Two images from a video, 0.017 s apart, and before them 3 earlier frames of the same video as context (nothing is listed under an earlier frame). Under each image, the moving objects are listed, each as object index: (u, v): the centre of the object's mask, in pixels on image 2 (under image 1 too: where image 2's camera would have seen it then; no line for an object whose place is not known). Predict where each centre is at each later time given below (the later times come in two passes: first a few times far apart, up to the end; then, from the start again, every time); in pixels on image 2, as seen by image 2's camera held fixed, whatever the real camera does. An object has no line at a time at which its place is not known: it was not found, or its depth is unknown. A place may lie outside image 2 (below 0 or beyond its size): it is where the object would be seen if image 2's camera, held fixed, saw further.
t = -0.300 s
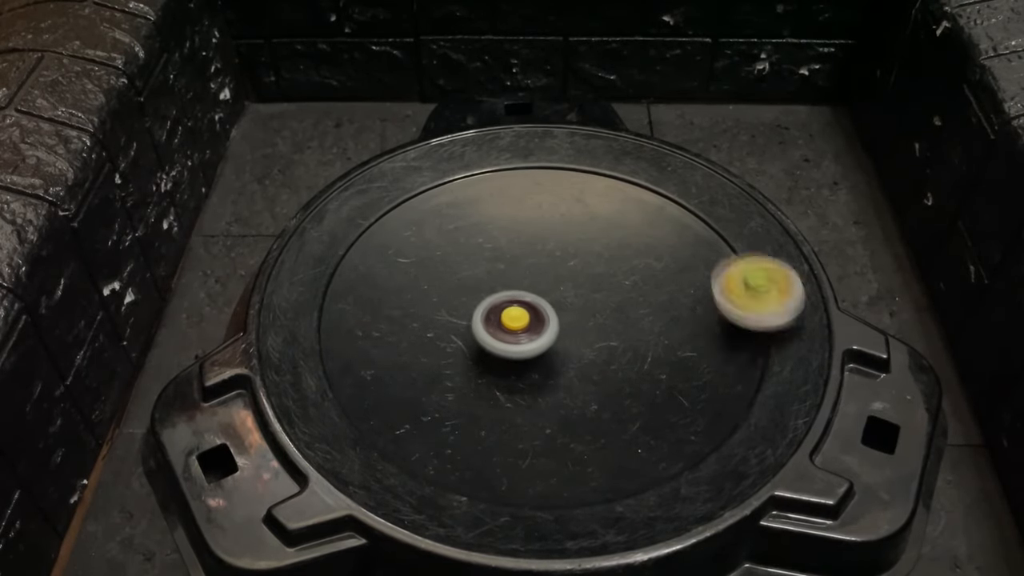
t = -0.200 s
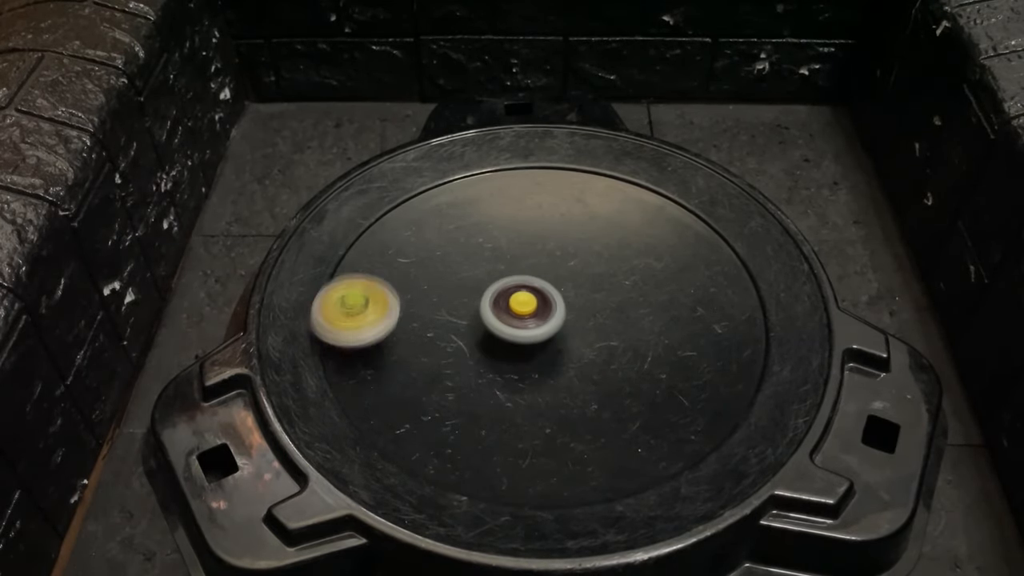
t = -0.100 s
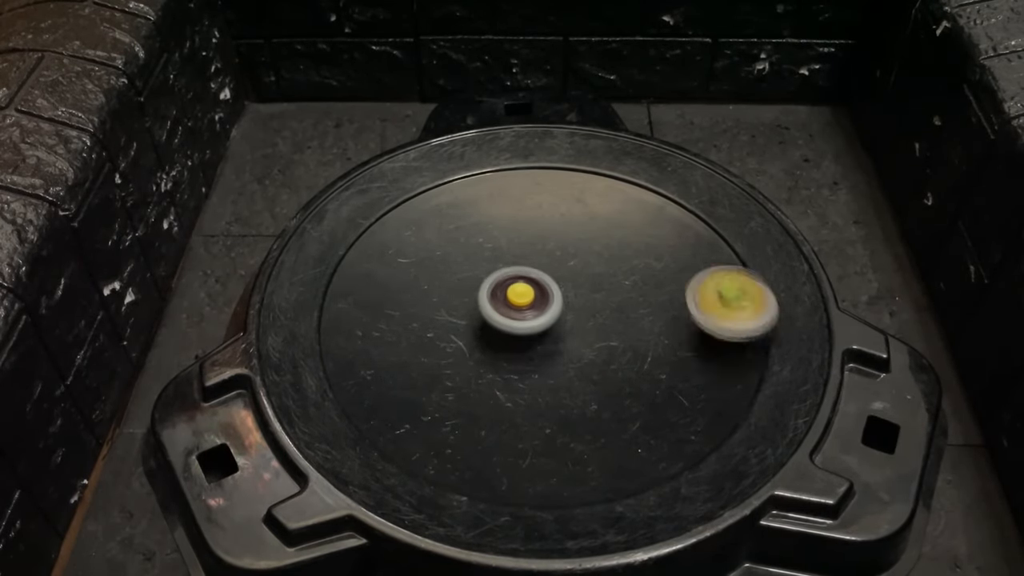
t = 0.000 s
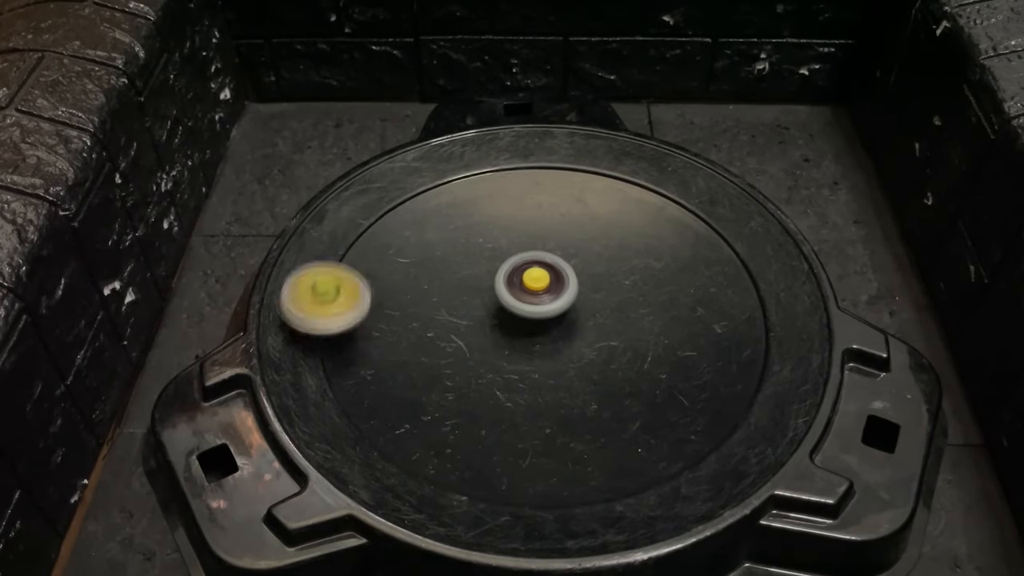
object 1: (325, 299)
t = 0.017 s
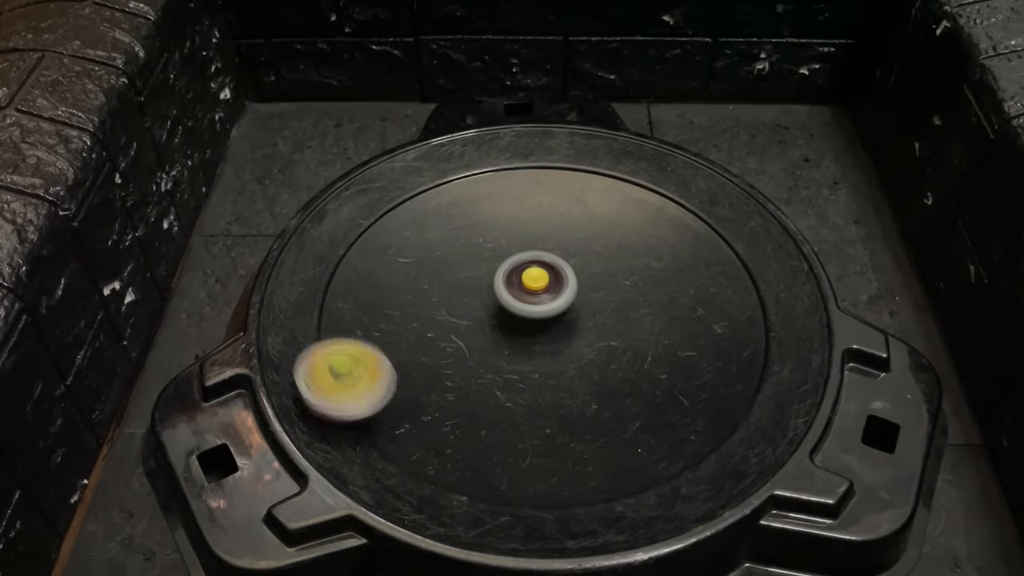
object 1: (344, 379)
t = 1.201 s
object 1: (556, 172)
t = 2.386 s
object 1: (375, 338)
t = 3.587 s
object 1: (696, 339)
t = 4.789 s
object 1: (431, 223)
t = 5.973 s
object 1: (559, 408)
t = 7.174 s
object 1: (572, 227)
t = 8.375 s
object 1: (452, 374)
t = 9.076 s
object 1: (479, 258)
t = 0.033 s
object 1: (420, 443)
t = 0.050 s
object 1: (531, 464)
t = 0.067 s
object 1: (639, 435)
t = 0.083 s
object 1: (702, 366)
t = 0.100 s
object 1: (709, 288)
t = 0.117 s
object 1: (673, 220)
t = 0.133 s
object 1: (606, 172)
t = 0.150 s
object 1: (522, 153)
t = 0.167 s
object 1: (439, 170)
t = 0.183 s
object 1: (372, 213)
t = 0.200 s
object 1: (341, 278)
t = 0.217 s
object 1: (359, 354)
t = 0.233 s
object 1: (432, 419)
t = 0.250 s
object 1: (539, 445)
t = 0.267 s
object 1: (648, 425)
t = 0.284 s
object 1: (724, 365)
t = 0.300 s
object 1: (747, 289)
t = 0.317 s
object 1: (721, 220)
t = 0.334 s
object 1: (652, 175)
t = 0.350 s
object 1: (567, 155)
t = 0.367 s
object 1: (482, 167)
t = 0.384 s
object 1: (412, 208)
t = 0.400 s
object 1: (373, 270)
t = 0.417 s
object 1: (370, 343)
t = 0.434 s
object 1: (417, 414)
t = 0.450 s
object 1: (507, 463)
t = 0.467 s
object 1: (622, 469)
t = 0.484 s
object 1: (711, 420)
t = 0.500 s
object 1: (758, 347)
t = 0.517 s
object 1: (745, 274)
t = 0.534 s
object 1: (689, 218)
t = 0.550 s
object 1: (610, 188)
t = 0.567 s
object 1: (521, 184)
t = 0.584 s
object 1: (438, 206)
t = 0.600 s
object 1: (376, 249)
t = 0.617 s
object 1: (340, 310)
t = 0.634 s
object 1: (347, 383)
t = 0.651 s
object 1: (418, 446)
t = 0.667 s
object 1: (524, 477)
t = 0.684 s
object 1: (634, 458)
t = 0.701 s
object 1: (706, 397)
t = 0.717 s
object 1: (720, 322)
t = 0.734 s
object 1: (690, 253)
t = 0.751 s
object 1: (629, 202)
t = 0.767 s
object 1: (548, 174)
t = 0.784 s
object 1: (465, 171)
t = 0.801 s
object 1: (389, 196)
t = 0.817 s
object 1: (341, 249)
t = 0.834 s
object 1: (326, 318)
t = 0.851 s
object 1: (365, 390)
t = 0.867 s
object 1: (449, 441)
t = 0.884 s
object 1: (560, 451)
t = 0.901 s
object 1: (659, 416)
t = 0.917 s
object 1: (715, 352)
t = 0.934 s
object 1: (724, 277)
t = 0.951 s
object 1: (691, 213)
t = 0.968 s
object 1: (631, 169)
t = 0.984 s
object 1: (549, 155)
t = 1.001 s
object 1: (468, 164)
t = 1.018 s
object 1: (403, 202)
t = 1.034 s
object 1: (367, 262)
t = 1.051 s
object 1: (367, 333)
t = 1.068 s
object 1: (415, 402)
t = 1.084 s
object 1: (500, 445)
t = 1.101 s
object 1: (608, 451)
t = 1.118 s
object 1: (702, 415)
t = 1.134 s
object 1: (754, 350)
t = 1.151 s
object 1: (754, 278)
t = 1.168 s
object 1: (710, 221)
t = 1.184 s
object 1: (640, 184)
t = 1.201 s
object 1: (556, 172)
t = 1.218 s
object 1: (475, 189)
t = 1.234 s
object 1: (410, 224)
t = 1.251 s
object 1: (365, 280)
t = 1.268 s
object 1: (356, 348)
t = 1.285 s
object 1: (388, 415)
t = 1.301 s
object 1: (468, 468)
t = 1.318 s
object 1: (576, 477)
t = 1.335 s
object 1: (674, 444)
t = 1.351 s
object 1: (726, 380)
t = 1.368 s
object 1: (727, 305)
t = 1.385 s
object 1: (685, 245)
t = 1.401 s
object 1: (622, 203)
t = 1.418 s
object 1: (542, 181)
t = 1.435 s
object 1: (460, 184)
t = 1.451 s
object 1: (391, 208)
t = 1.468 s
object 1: (341, 257)
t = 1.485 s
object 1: (325, 321)
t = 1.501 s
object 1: (357, 391)
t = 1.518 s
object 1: (435, 443)
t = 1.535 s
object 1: (541, 458)
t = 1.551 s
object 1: (638, 431)
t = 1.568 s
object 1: (702, 369)
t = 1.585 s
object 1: (718, 301)
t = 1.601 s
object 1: (696, 235)
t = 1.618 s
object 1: (644, 186)
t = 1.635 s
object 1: (572, 157)
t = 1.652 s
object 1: (495, 156)
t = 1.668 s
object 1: (423, 181)
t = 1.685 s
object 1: (374, 229)
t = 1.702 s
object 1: (356, 294)
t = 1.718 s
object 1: (377, 364)
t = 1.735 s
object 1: (441, 421)
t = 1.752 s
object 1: (538, 450)
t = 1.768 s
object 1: (640, 440)
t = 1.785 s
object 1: (718, 393)
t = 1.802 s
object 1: (753, 327)
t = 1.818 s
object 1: (740, 260)
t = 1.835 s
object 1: (692, 208)
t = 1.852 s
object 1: (620, 179)
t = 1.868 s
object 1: (541, 174)
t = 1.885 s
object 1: (464, 193)
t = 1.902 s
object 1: (405, 232)
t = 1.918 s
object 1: (368, 287)
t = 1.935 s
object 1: (363, 352)
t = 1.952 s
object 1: (400, 418)
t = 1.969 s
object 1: (477, 463)
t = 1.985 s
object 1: (578, 475)
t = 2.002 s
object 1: (672, 443)
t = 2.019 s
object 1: (724, 382)
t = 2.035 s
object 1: (727, 311)
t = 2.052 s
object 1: (692, 252)
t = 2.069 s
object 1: (632, 209)
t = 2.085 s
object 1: (556, 187)
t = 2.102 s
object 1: (479, 185)
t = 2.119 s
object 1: (410, 204)
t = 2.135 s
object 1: (357, 247)
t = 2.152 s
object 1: (334, 305)
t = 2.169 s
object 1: (352, 371)
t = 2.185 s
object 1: (416, 428)
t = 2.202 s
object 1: (511, 452)
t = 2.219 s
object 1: (609, 437)
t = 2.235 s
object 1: (681, 388)
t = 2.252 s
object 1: (712, 324)
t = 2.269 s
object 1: (700, 258)
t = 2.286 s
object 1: (661, 206)
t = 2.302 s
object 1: (598, 172)
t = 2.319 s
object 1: (525, 160)
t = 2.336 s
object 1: (452, 177)
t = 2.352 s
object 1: (397, 215)
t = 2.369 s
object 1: (368, 271)
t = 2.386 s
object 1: (375, 338)
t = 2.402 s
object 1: (419, 398)
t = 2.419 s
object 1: (500, 437)
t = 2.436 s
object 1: (598, 442)
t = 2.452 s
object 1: (684, 411)
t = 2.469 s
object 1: (734, 353)
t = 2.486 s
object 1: (738, 289)
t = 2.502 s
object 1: (704, 232)
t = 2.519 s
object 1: (644, 196)
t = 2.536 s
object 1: (569, 183)
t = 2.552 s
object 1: (491, 192)
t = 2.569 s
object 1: (428, 224)
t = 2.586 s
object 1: (383, 272)
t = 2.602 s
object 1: (368, 331)
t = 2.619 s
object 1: (389, 394)
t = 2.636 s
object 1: (453, 447)
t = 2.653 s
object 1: (544, 468)
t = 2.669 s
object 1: (638, 449)
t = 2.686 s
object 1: (699, 398)
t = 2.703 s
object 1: (717, 330)
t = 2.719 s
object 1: (694, 270)
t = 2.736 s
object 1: (644, 224)
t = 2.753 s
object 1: (577, 196)
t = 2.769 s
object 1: (504, 187)
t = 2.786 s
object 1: (432, 202)
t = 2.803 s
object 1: (377, 235)
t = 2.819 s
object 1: (347, 287)
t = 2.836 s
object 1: (353, 349)
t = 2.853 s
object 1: (403, 406)
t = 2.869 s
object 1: (488, 439)
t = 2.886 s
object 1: (582, 436)
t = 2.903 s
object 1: (659, 398)
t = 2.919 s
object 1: (700, 341)
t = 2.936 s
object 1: (701, 277)
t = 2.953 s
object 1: (671, 222)
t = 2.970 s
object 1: (616, 185)
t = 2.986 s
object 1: (547, 170)
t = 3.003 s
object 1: (477, 177)
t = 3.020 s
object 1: (419, 209)
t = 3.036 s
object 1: (385, 260)
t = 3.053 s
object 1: (382, 322)
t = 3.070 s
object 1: (416, 383)
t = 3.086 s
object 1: (483, 427)
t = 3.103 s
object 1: (572, 440)
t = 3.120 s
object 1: (660, 420)
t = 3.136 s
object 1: (717, 372)
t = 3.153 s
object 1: (731, 309)
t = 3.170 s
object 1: (706, 252)
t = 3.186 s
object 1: (651, 213)
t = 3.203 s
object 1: (580, 196)
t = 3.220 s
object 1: (506, 200)
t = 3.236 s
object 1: (442, 224)
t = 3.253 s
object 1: (395, 265)
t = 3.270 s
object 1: (373, 320)
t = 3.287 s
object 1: (386, 380)
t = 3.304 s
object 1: (439, 432)
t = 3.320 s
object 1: (523, 458)
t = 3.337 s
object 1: (613, 445)
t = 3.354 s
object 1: (678, 400)
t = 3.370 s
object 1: (701, 339)
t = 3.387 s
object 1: (685, 279)
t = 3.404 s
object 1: (643, 233)
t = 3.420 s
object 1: (582, 203)
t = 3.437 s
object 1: (512, 191)
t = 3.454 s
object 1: (444, 201)
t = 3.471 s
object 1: (390, 231)
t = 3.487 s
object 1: (360, 280)
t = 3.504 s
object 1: (365, 339)
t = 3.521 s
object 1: (411, 394)
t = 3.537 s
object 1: (489, 428)
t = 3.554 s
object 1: (578, 427)
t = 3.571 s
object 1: (653, 394)
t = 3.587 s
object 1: (696, 339)
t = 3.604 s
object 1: (701, 280)
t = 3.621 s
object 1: (673, 228)
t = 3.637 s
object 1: (621, 193)
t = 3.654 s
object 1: (553, 178)
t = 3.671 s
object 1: (486, 188)
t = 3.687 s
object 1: (430, 221)
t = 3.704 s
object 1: (397, 269)
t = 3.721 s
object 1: (393, 327)
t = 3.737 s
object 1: (423, 383)
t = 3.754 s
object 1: (486, 425)
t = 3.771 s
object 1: (570, 440)
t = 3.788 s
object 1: (652, 421)
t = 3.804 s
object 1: (706, 374)
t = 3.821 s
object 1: (719, 314)
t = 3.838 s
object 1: (693, 261)
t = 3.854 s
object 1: (642, 223)
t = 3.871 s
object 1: (573, 206)
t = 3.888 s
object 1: (502, 208)
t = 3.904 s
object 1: (441, 230)
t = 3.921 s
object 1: (395, 268)
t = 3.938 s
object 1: (375, 320)
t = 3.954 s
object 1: (388, 377)
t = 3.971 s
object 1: (439, 424)
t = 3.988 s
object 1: (519, 446)
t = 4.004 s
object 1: (603, 433)
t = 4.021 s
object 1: (663, 390)
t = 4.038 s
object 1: (685, 332)
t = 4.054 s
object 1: (672, 276)
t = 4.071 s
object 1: (633, 231)
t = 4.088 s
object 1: (577, 202)
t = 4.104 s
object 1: (511, 191)
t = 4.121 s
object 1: (447, 203)
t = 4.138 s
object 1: (400, 235)
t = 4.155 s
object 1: (376, 285)
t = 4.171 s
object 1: (387, 342)
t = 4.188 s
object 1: (435, 392)
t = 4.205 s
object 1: (510, 419)
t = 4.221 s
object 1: (593, 416)
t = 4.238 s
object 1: (660, 383)
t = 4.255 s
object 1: (696, 332)
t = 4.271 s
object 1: (697, 277)
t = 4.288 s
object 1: (666, 231)
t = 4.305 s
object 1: (613, 201)
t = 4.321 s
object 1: (545, 193)
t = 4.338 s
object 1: (480, 208)
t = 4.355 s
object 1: (431, 243)
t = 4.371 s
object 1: (405, 291)
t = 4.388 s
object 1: (406, 345)
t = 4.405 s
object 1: (440, 396)
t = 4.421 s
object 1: (505, 432)
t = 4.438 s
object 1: (587, 437)
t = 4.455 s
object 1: (659, 410)
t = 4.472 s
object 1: (697, 359)
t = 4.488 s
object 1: (696, 303)
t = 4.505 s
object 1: (661, 255)
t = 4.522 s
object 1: (606, 225)
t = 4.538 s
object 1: (540, 213)
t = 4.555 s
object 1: (474, 220)
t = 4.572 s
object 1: (421, 245)
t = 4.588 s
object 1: (386, 287)
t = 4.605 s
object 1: (381, 338)
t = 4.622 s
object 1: (411, 389)
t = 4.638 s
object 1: (477, 424)
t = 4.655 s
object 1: (557, 428)
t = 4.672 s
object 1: (628, 400)
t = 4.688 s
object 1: (669, 351)
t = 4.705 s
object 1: (673, 296)
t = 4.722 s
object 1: (651, 249)
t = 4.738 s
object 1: (605, 212)
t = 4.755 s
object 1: (544, 194)
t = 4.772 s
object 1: (481, 199)
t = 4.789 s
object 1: (431, 223)
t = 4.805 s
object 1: (399, 267)
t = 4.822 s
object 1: (397, 320)
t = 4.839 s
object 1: (430, 372)
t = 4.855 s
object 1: (491, 408)
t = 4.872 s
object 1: (568, 418)
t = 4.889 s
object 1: (642, 397)
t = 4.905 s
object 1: (689, 353)
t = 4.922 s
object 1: (700, 299)
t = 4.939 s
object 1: (676, 252)
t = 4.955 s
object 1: (630, 220)
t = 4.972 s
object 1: (565, 207)
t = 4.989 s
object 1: (500, 215)
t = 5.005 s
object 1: (448, 240)
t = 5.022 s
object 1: (413, 280)
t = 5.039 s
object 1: (403, 332)
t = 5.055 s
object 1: (424, 383)
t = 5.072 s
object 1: (475, 422)
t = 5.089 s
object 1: (551, 436)
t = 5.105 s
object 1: (625, 419)
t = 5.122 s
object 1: (671, 374)
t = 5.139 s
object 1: (681, 322)
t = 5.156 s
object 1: (659, 271)
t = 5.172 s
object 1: (614, 234)
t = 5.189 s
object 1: (555, 214)
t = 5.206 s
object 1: (493, 213)
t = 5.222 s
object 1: (438, 229)
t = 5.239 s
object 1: (398, 263)
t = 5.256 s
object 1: (383, 310)
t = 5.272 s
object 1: (402, 362)
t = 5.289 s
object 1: (456, 402)
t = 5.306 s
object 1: (530, 417)
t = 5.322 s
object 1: (603, 402)
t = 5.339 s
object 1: (656, 364)
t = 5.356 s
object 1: (678, 315)
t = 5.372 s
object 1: (668, 263)
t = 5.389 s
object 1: (633, 223)
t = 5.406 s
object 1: (580, 202)
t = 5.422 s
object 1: (519, 199)
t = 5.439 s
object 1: (463, 218)
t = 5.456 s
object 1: (425, 253)
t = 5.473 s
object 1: (409, 302)
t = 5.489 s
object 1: (423, 353)
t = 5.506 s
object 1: (466, 396)
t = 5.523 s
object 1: (533, 420)
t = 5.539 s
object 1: (605, 418)
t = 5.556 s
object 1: (666, 386)
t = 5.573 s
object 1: (693, 338)
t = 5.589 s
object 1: (685, 289)
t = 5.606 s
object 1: (649, 248)
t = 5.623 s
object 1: (594, 224)
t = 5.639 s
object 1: (533, 219)
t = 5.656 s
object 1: (474, 230)
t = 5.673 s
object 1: (428, 257)
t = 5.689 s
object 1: (399, 297)
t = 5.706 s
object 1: (398, 346)
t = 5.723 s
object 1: (428, 392)
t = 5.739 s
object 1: (490, 422)
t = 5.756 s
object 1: (562, 424)
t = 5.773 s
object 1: (626, 397)
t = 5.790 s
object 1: (660, 351)
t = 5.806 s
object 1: (665, 301)
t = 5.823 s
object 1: (641, 255)
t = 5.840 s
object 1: (598, 223)
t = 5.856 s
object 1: (542, 207)
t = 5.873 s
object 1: (484, 208)
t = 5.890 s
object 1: (436, 231)
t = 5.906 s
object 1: (406, 270)
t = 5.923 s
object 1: (403, 318)
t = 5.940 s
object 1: (432, 366)
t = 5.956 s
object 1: (487, 399)
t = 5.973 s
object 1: (559, 408)
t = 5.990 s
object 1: (624, 393)
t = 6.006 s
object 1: (670, 354)
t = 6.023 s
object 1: (684, 306)
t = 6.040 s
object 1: (669, 260)
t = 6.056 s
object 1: (627, 228)
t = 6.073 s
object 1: (572, 213)
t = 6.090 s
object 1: (513, 217)
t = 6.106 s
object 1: (463, 240)
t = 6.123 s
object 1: (428, 276)
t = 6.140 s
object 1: (415, 320)
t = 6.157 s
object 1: (429, 368)
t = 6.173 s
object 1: (472, 407)
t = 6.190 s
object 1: (538, 425)
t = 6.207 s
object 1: (607, 415)
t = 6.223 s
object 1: (655, 379)
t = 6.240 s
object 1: (673, 332)
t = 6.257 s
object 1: (657, 284)
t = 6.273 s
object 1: (621, 249)
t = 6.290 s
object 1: (569, 226)
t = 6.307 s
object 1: (513, 220)
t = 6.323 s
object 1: (458, 231)
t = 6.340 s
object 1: (417, 259)
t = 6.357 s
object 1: (398, 300)
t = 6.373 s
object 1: (407, 347)
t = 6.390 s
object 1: (449, 387)
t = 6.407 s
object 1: (513, 407)
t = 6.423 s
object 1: (581, 401)
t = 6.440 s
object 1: (636, 370)
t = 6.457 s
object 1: (662, 327)
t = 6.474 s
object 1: (661, 279)
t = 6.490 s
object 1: (635, 241)
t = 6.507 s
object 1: (589, 213)
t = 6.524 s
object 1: (534, 209)
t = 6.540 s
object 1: (480, 222)
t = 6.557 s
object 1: (441, 253)
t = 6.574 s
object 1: (423, 294)
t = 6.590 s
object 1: (430, 342)
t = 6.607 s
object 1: (464, 383)
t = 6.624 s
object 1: (522, 409)
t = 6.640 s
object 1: (588, 410)
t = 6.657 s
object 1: (645, 388)
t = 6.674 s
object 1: (676, 346)
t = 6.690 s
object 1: (674, 302)
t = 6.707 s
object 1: (645, 261)
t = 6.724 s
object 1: (598, 237)
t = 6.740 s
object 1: (542, 226)
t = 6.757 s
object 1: (487, 236)
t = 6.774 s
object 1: (442, 257)
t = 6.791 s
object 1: (413, 294)
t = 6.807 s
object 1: (408, 336)
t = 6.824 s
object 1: (434, 379)
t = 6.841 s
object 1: (487, 409)
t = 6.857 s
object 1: (552, 413)
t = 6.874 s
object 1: (610, 392)
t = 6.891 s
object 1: (646, 352)
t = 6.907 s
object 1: (653, 308)
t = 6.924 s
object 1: (636, 264)
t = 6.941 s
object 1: (600, 233)
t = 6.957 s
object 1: (551, 216)
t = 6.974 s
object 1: (497, 218)
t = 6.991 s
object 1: (453, 236)
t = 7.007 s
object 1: (424, 271)
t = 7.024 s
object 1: (420, 316)
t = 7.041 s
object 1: (443, 358)
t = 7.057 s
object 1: (491, 390)
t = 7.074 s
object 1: (553, 401)
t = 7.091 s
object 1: (614, 389)
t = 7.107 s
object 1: (657, 357)
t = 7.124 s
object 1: (674, 313)
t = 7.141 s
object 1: (661, 272)
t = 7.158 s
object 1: (623, 241)
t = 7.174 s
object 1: (572, 227)
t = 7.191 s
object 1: (519, 230)
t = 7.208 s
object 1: (471, 248)
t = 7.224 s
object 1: (437, 280)
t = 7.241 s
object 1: (423, 320)
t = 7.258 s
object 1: (434, 363)
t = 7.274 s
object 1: (474, 400)
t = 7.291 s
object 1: (532, 415)
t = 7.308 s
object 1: (594, 406)
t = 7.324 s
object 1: (638, 375)
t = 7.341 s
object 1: (655, 331)
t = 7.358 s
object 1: (645, 288)
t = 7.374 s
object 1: (613, 254)
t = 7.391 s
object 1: (568, 231)
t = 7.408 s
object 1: (517, 225)
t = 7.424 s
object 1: (468, 234)
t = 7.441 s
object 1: (430, 259)
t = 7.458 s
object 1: (413, 298)
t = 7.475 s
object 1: (423, 340)
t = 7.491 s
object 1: (459, 377)
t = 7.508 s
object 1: (516, 396)
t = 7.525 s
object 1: (578, 392)
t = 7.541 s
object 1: (629, 368)
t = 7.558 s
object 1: (657, 331)
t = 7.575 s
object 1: (658, 289)
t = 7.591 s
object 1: (636, 252)
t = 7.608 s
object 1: (595, 229)
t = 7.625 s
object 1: (545, 223)
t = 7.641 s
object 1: (496, 232)
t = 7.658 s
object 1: (458, 259)
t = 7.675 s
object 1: (436, 296)
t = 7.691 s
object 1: (436, 336)
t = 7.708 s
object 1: (461, 376)
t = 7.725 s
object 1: (508, 403)
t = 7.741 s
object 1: (568, 409)
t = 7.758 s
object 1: (622, 391)
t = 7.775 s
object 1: (654, 355)
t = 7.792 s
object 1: (657, 314)
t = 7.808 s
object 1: (635, 276)
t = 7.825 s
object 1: (597, 249)
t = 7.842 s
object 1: (549, 236)
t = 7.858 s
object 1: (499, 237)
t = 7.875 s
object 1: (455, 252)
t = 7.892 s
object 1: (424, 281)
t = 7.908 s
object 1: (416, 321)
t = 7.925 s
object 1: (434, 361)
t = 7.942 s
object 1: (478, 389)
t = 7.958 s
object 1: (536, 399)
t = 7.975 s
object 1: (591, 386)
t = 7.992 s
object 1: (631, 356)
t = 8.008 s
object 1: (648, 315)
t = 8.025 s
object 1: (641, 276)
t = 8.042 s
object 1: (613, 245)
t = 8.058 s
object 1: (571, 226)
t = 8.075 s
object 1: (523, 224)
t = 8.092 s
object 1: (479, 238)
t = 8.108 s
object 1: (447, 266)
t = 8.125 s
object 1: (435, 305)
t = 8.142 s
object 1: (445, 345)
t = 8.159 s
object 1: (478, 378)
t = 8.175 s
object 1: (529, 398)
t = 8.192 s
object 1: (586, 397)
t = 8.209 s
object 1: (633, 376)
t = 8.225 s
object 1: (658, 339)
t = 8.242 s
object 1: (655, 299)
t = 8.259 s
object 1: (629, 265)
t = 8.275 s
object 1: (587, 245)
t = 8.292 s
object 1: (538, 239)
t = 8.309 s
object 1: (491, 247)
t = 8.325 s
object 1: (453, 268)
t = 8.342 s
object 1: (429, 300)
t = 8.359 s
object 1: (428, 338)
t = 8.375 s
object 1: (452, 374)
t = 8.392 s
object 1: (499, 397)
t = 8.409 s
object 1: (555, 400)
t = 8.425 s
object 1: (604, 380)
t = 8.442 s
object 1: (634, 345)
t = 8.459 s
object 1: (640, 306)
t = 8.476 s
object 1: (624, 270)
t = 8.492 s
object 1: (590, 244)
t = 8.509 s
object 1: (547, 230)
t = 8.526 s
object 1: (501, 232)
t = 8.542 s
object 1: (462, 249)
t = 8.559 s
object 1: (437, 279)
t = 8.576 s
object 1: (434, 316)
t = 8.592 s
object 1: (454, 353)
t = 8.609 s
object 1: (495, 380)
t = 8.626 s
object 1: (548, 391)
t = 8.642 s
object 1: (600, 381)
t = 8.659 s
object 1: (639, 354)
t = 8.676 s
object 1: (654, 318)
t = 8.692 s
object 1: (645, 282)
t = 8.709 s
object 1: (617, 254)
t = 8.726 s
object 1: (574, 240)
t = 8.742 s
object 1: (527, 240)
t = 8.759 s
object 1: (486, 254)
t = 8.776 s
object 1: (456, 281)
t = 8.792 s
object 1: (443, 315)
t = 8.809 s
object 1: (452, 352)
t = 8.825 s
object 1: (481, 382)
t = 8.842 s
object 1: (523, 398)
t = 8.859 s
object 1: (570, 396)
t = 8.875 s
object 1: (606, 379)
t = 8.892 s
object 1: (629, 352)
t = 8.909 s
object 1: (633, 320)
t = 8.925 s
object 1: (621, 288)
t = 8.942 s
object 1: (594, 264)
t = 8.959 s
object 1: (560, 250)
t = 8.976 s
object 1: (522, 246)
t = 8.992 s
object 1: (508, 248)
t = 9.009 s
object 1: (501, 248)
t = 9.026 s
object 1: (495, 251)
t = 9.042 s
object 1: (490, 252)
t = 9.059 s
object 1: (484, 255)
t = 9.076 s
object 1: (479, 258)
